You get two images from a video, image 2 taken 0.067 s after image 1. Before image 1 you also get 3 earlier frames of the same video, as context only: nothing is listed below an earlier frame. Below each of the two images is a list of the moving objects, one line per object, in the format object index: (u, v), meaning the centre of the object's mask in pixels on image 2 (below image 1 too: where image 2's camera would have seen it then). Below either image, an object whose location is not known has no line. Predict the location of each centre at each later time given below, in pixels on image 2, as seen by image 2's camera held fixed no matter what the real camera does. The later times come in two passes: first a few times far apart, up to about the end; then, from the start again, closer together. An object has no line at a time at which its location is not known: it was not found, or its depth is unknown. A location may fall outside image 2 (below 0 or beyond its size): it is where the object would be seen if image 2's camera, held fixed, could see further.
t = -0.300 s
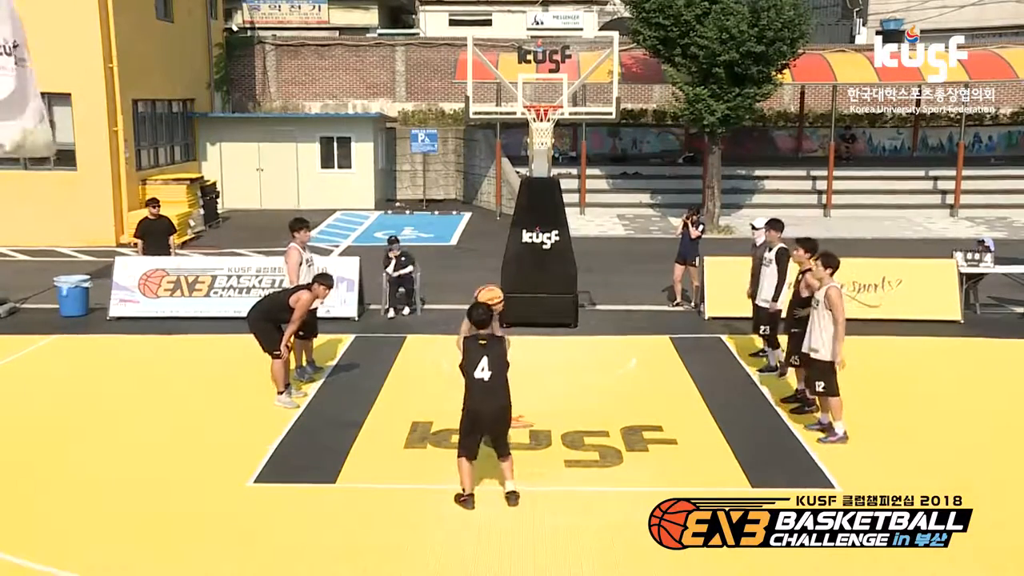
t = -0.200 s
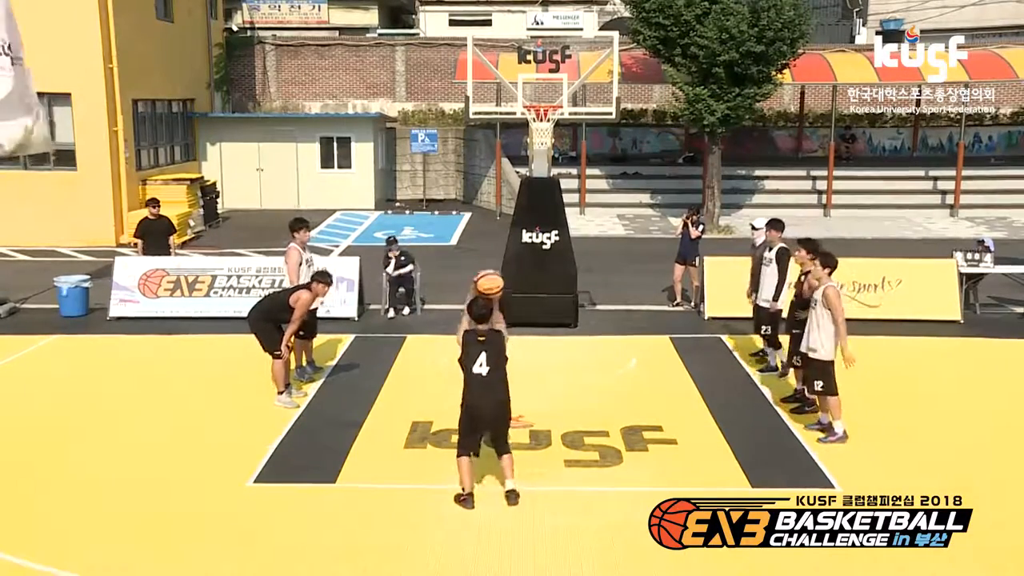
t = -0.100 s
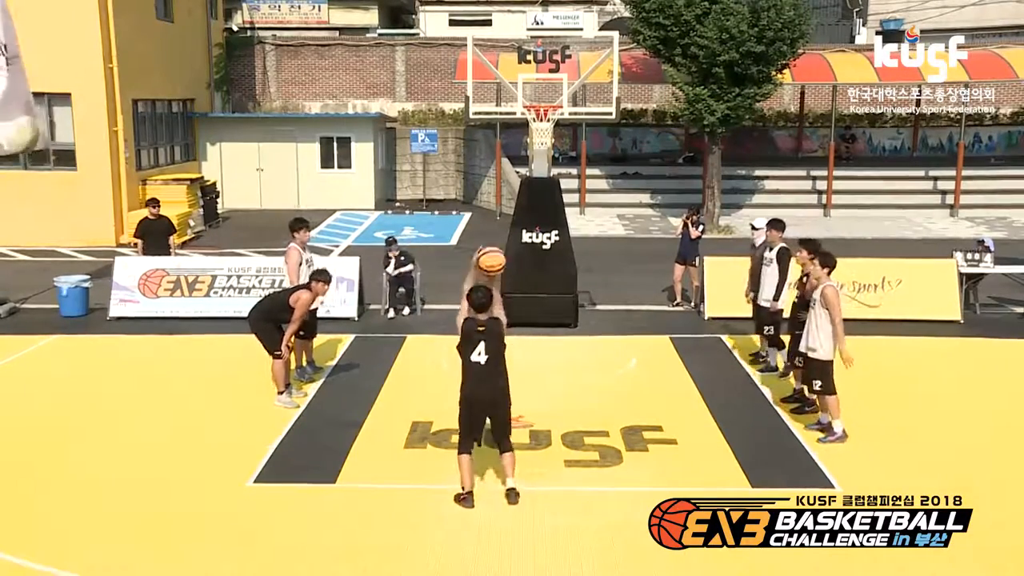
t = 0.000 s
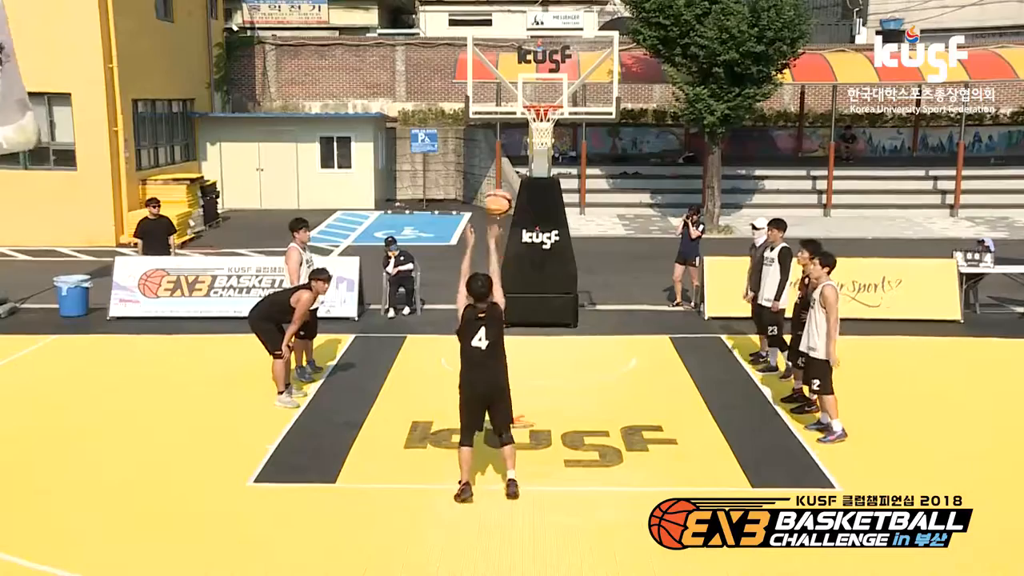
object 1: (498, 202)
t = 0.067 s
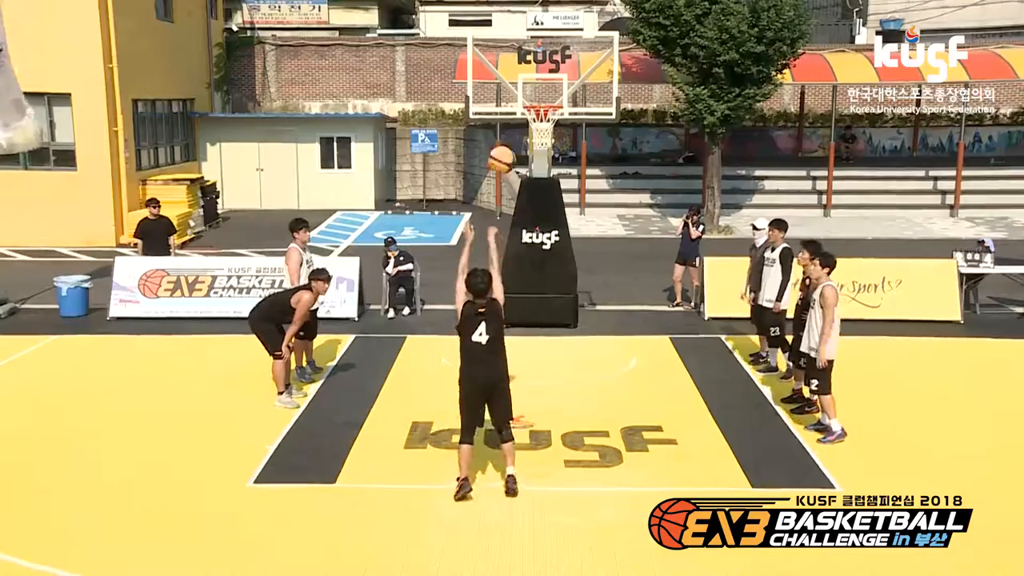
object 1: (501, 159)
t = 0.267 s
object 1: (513, 70)
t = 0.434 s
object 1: (521, 35)
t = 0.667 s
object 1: (532, 36)
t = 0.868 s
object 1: (539, 74)
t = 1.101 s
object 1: (541, 152)
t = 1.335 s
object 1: (539, 261)
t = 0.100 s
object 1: (503, 140)
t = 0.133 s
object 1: (505, 123)
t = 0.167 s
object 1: (507, 108)
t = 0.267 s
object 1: (513, 70)
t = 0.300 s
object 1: (516, 60)
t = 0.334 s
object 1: (518, 52)
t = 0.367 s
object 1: (519, 45)
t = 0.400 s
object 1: (520, 39)
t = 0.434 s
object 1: (521, 35)
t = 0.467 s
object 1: (523, 33)
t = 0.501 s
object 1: (524, 31)
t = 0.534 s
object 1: (526, 30)
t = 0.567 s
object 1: (527, 29)
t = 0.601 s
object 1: (529, 31)
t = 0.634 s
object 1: (530, 33)
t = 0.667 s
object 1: (532, 36)
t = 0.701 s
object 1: (533, 39)
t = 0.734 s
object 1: (534, 44)
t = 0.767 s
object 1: (535, 51)
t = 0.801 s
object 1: (536, 57)
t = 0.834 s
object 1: (538, 65)
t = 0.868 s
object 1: (539, 74)
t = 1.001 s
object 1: (541, 114)
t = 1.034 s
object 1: (541, 125)
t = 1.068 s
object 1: (540, 137)
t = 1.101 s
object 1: (541, 152)
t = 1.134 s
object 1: (542, 162)
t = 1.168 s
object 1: (541, 179)
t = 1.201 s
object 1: (541, 192)
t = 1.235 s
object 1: (540, 208)
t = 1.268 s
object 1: (539, 225)
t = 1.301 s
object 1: (539, 243)
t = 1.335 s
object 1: (539, 261)
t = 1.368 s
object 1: (539, 281)
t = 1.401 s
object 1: (538, 302)
